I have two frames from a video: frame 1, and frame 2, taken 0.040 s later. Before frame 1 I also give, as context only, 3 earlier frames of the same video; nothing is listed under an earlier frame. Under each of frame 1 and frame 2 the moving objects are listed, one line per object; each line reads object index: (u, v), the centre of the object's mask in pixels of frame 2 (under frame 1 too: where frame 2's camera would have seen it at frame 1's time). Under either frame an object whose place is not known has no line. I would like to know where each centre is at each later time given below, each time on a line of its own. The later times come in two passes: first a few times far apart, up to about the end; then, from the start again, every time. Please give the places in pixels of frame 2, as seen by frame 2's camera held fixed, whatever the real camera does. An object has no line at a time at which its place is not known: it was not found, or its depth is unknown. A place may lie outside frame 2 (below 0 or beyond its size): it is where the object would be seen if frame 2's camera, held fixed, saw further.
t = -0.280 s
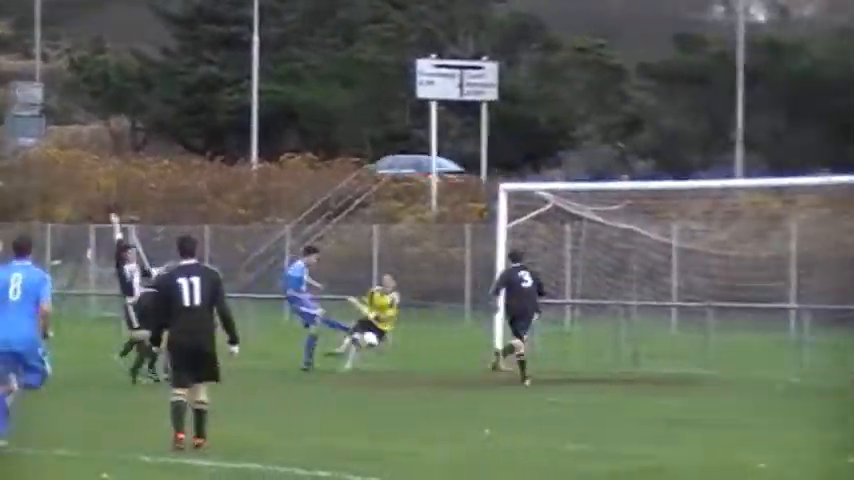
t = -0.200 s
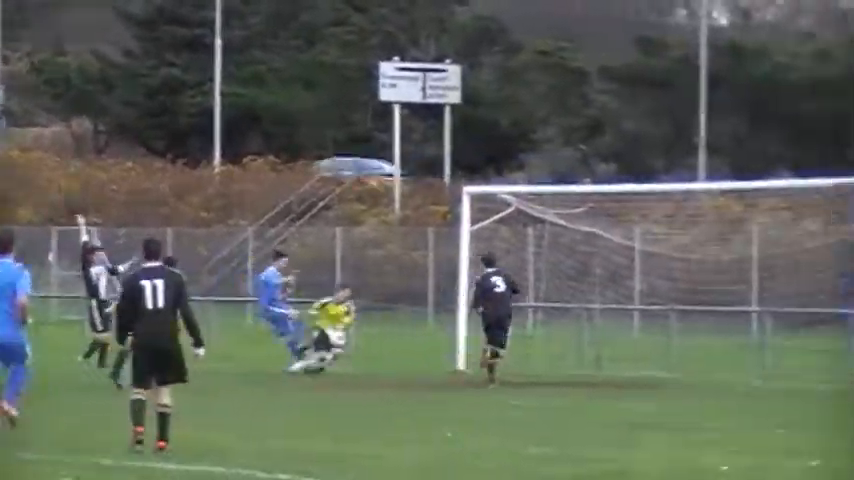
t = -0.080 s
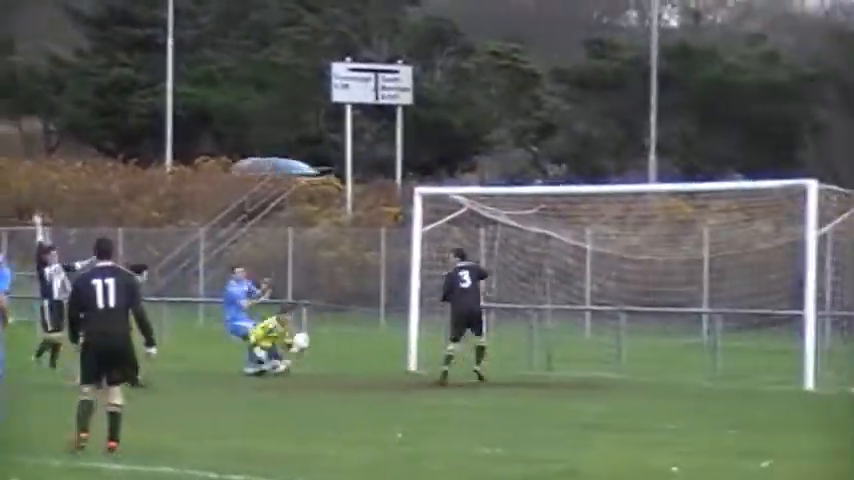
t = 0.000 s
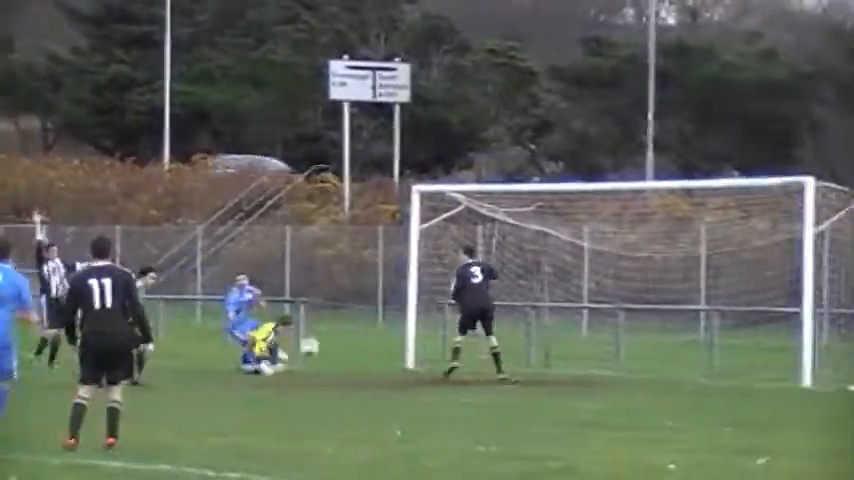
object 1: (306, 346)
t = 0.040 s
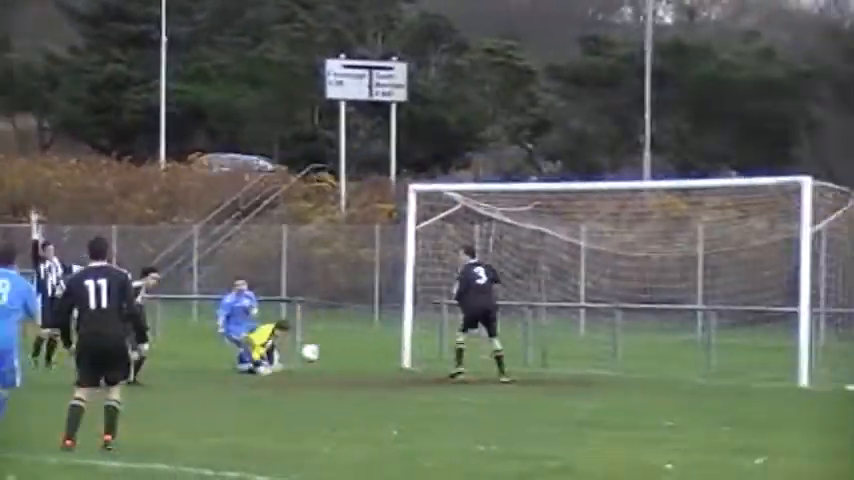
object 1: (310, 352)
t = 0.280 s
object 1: (352, 366)
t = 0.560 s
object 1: (414, 379)
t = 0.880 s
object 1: (504, 386)
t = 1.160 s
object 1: (590, 392)
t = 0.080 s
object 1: (317, 360)
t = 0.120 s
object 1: (322, 368)
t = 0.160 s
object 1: (327, 379)
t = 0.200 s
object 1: (337, 376)
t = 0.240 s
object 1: (345, 371)
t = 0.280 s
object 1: (352, 366)
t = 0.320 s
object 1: (362, 364)
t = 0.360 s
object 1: (371, 363)
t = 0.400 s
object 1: (378, 364)
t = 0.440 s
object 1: (386, 365)
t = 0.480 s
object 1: (396, 367)
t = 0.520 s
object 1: (406, 375)
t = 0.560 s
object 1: (414, 379)
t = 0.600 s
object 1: (424, 387)
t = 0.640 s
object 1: (435, 388)
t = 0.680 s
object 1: (447, 384)
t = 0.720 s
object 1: (456, 381)
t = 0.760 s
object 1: (469, 381)
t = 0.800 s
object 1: (481, 381)
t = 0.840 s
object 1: (492, 383)
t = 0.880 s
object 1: (504, 386)
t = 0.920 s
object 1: (515, 391)
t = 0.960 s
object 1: (528, 394)
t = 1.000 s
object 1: (541, 391)
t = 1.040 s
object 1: (552, 390)
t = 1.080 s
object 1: (565, 390)
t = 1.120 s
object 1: (577, 391)
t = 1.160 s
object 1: (590, 392)
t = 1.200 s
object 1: (602, 397)
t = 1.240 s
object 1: (616, 397)
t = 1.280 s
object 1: (629, 397)
